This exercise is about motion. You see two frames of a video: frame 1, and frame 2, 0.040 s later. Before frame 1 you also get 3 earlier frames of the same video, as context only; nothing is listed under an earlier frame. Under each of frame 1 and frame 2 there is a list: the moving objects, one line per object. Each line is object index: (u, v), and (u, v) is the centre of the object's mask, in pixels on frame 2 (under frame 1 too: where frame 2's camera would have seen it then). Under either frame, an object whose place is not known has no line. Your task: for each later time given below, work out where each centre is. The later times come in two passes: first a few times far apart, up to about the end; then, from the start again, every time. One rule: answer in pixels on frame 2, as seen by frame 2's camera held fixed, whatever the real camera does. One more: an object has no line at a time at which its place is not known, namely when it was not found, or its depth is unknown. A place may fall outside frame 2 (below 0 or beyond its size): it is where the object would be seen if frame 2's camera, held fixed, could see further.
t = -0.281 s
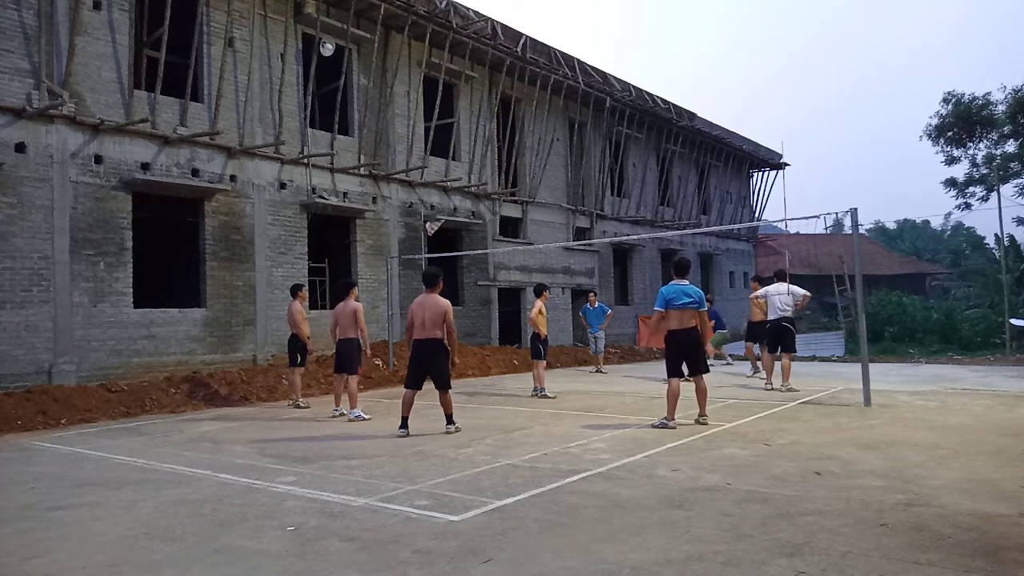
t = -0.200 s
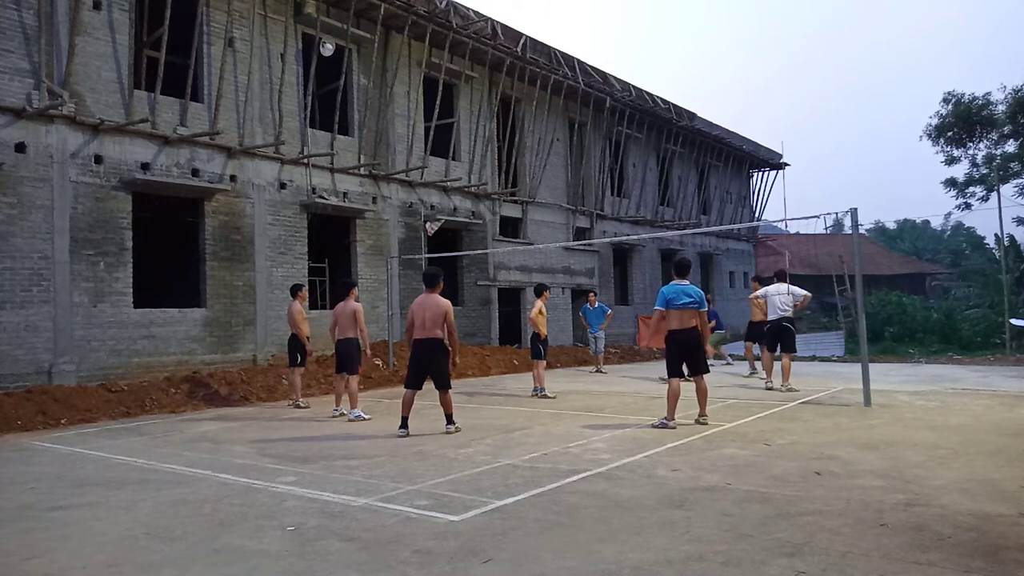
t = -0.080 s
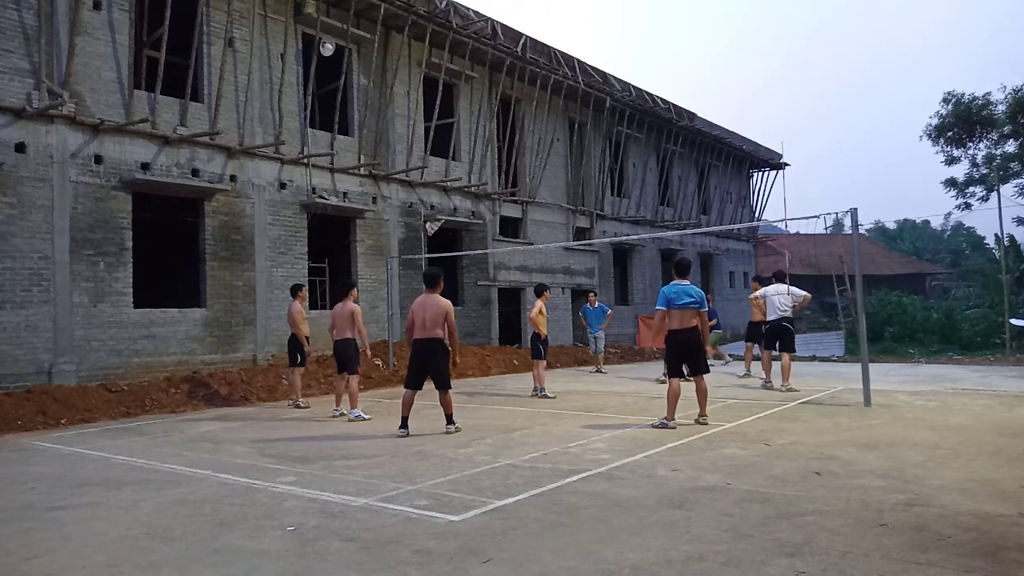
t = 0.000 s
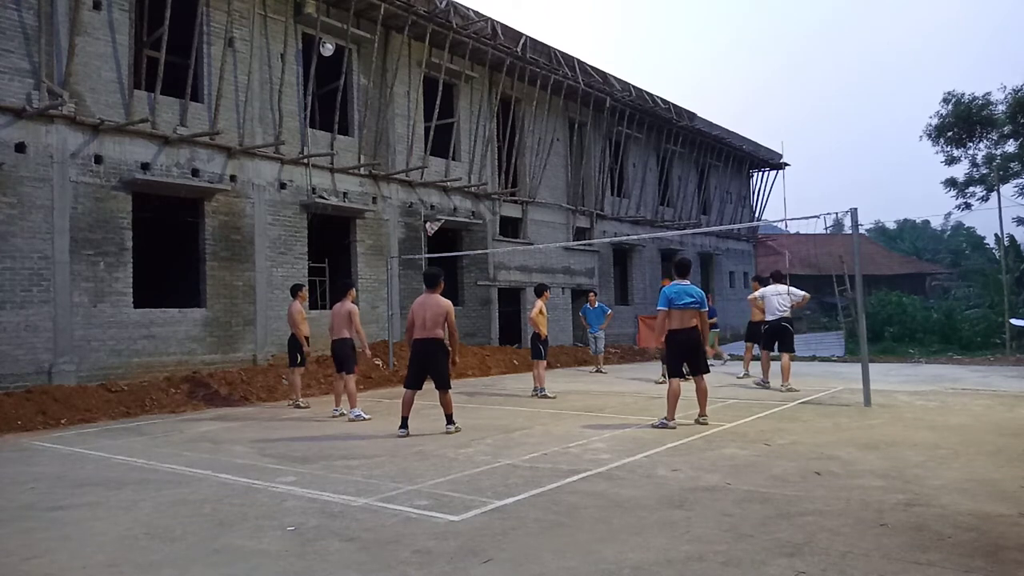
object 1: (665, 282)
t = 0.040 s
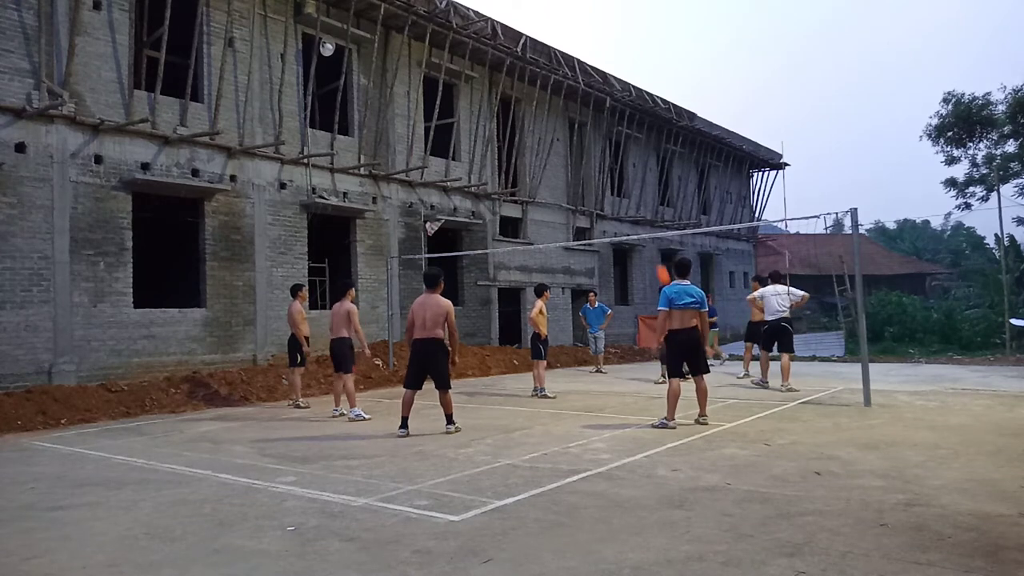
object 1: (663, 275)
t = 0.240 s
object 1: (629, 211)
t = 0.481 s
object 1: (586, 156)
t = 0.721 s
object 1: (537, 129)
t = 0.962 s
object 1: (481, 136)
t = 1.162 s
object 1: (427, 176)
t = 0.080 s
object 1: (657, 261)
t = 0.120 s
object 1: (651, 247)
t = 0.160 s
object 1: (643, 234)
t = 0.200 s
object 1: (636, 222)
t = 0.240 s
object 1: (629, 211)
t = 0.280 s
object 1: (622, 200)
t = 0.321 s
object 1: (616, 189)
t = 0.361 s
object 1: (609, 181)
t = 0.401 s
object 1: (602, 171)
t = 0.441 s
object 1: (594, 163)
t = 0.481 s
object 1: (586, 156)
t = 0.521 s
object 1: (578, 150)
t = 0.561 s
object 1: (571, 144)
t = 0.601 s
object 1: (562, 139)
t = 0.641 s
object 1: (554, 134)
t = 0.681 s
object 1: (546, 131)
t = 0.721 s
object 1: (537, 129)
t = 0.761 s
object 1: (528, 127)
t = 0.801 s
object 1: (519, 127)
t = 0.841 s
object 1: (509, 128)
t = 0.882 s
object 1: (500, 129)
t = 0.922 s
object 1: (491, 132)
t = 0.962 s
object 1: (481, 136)
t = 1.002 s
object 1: (470, 141)
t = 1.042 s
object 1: (460, 148)
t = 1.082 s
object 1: (449, 155)
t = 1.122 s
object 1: (439, 165)
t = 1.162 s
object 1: (427, 176)
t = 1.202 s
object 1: (416, 189)
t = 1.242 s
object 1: (404, 202)
